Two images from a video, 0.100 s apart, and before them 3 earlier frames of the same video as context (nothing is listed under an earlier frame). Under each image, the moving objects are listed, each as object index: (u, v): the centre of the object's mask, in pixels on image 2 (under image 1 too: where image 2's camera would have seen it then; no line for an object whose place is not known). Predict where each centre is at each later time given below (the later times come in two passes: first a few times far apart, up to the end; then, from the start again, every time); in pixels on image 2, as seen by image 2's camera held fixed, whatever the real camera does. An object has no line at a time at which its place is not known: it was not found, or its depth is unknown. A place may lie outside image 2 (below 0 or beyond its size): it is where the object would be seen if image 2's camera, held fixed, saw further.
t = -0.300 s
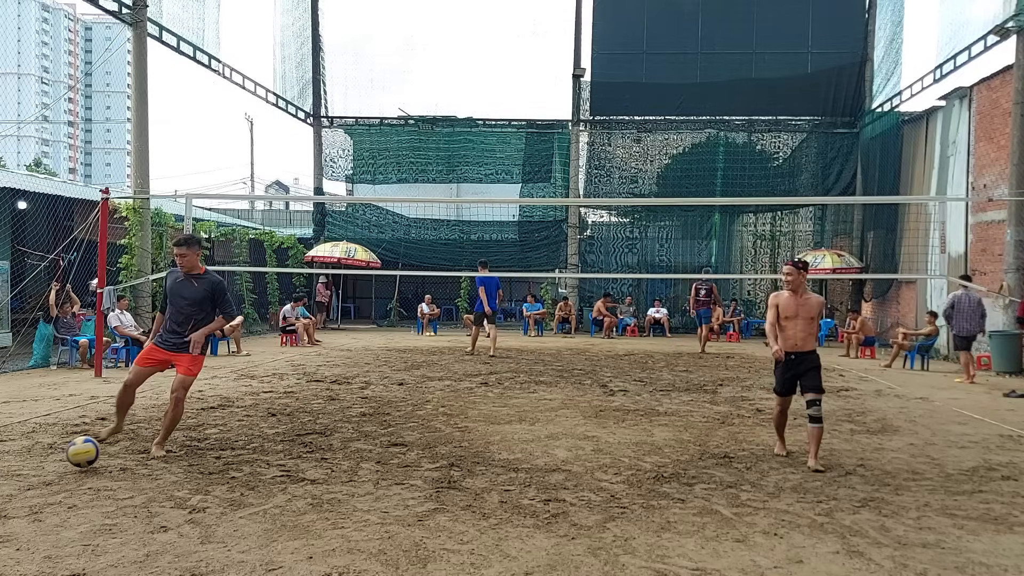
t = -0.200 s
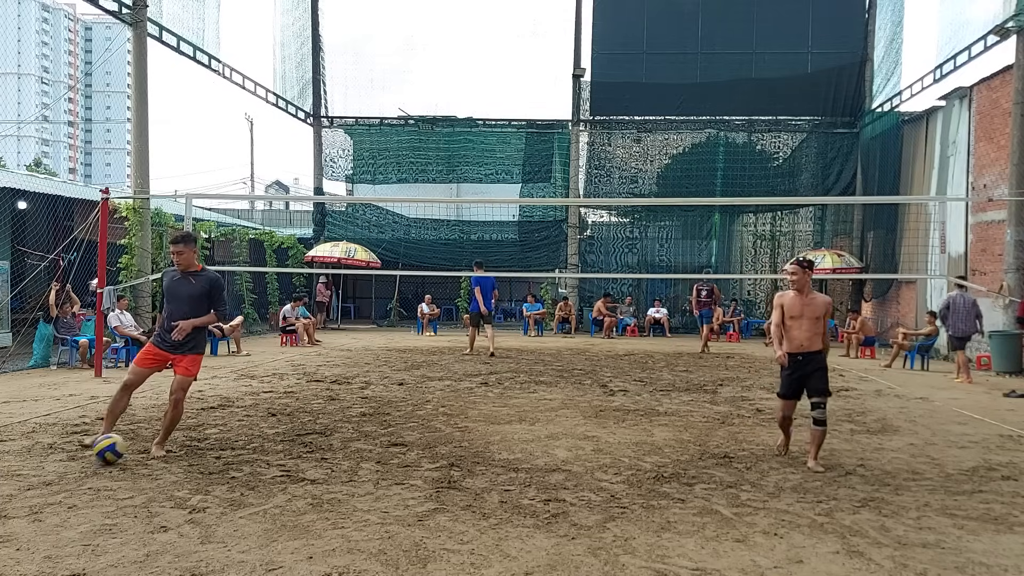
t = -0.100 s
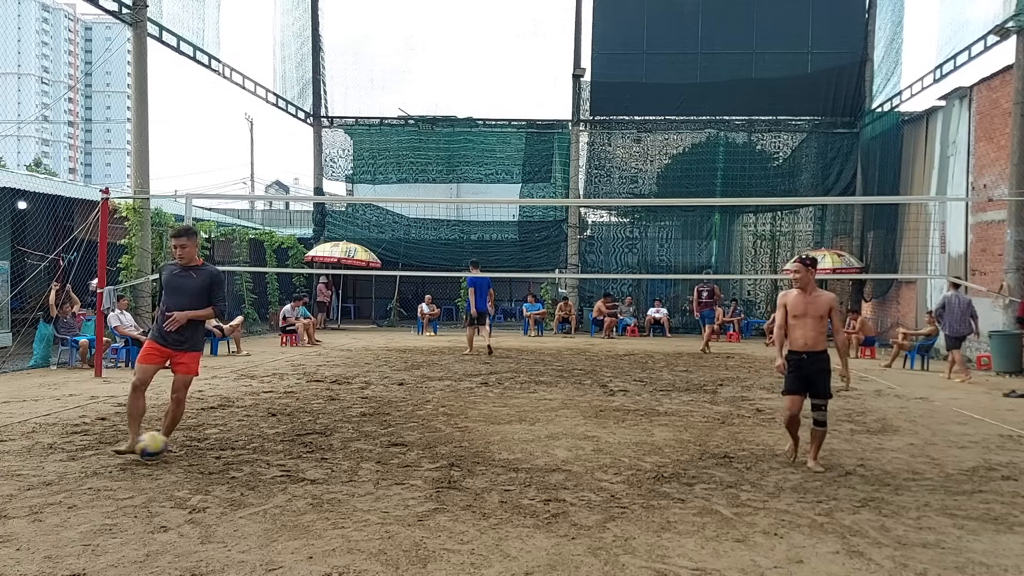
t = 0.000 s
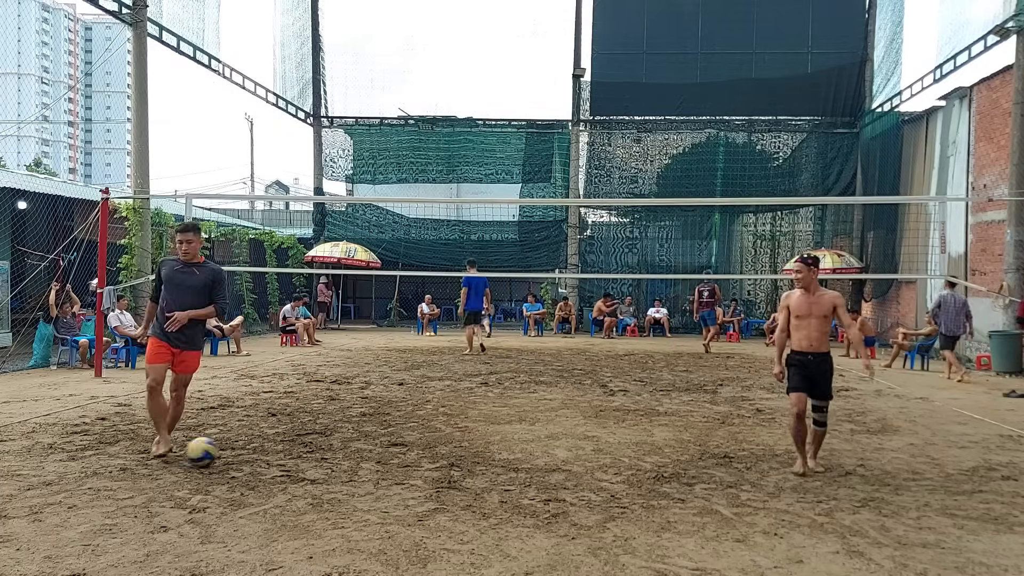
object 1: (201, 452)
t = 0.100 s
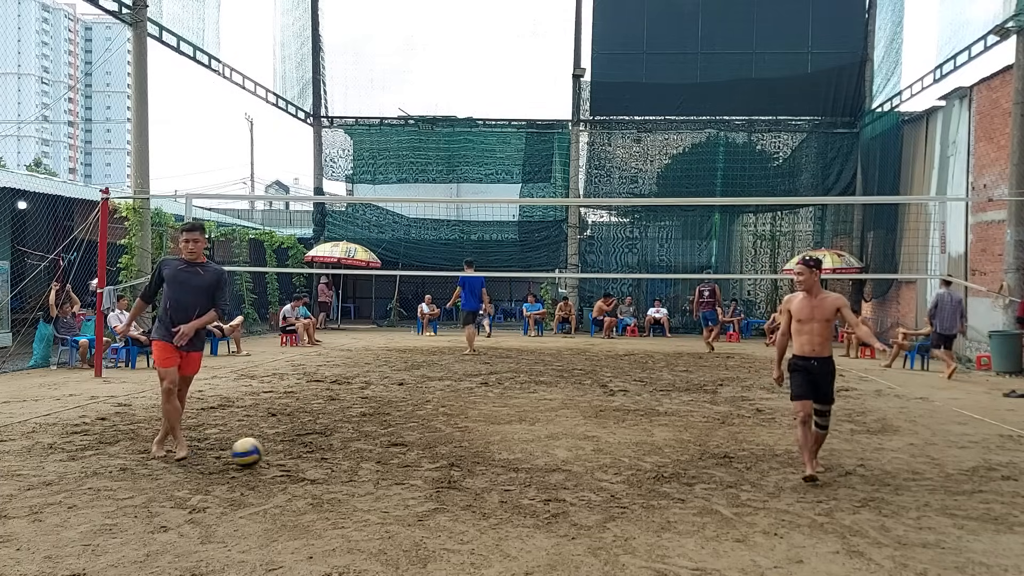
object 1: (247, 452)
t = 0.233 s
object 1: (299, 454)
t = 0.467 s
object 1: (388, 450)
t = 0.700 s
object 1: (472, 447)
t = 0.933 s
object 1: (555, 454)
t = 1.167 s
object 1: (636, 460)
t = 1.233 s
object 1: (659, 463)
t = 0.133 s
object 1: (260, 452)
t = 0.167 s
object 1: (272, 451)
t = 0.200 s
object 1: (285, 451)
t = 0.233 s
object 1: (299, 454)
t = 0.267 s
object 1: (313, 455)
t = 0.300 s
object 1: (326, 450)
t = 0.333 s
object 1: (338, 448)
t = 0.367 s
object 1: (349, 446)
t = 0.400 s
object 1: (363, 445)
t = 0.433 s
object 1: (376, 447)
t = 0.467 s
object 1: (388, 450)
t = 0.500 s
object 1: (401, 455)
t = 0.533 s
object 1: (414, 454)
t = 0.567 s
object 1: (424, 450)
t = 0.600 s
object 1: (436, 446)
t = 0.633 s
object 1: (448, 444)
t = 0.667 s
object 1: (460, 445)
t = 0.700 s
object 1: (472, 447)
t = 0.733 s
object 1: (484, 451)
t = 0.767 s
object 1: (496, 457)
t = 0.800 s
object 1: (507, 459)
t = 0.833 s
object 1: (519, 454)
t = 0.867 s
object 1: (532, 452)
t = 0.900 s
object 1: (542, 453)
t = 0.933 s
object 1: (555, 454)
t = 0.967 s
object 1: (568, 457)
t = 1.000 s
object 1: (579, 461)
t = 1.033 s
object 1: (590, 458)
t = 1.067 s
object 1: (601, 456)
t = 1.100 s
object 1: (613, 455)
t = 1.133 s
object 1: (625, 457)
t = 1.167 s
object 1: (636, 460)
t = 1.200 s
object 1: (649, 464)
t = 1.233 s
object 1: (659, 463)
